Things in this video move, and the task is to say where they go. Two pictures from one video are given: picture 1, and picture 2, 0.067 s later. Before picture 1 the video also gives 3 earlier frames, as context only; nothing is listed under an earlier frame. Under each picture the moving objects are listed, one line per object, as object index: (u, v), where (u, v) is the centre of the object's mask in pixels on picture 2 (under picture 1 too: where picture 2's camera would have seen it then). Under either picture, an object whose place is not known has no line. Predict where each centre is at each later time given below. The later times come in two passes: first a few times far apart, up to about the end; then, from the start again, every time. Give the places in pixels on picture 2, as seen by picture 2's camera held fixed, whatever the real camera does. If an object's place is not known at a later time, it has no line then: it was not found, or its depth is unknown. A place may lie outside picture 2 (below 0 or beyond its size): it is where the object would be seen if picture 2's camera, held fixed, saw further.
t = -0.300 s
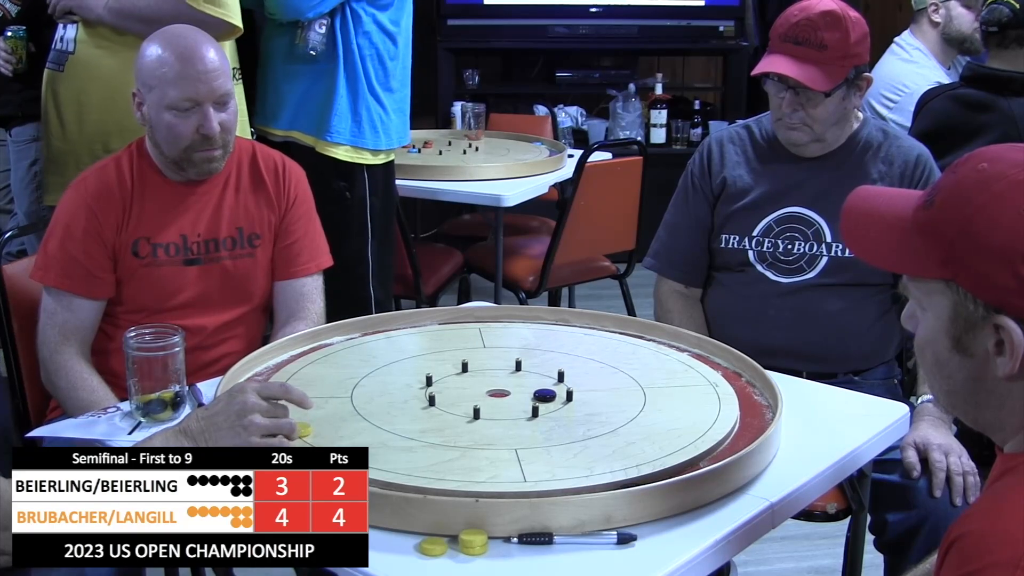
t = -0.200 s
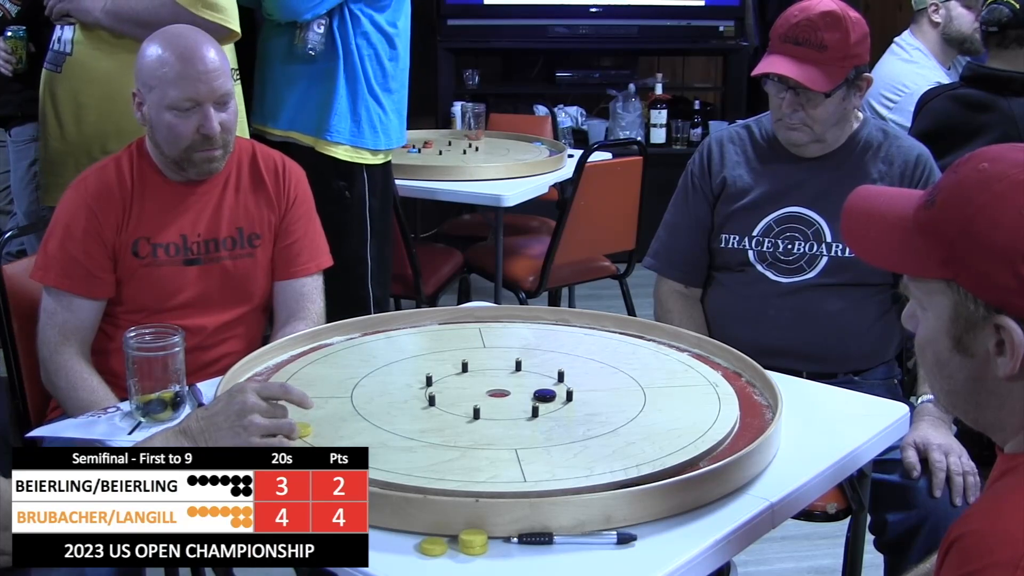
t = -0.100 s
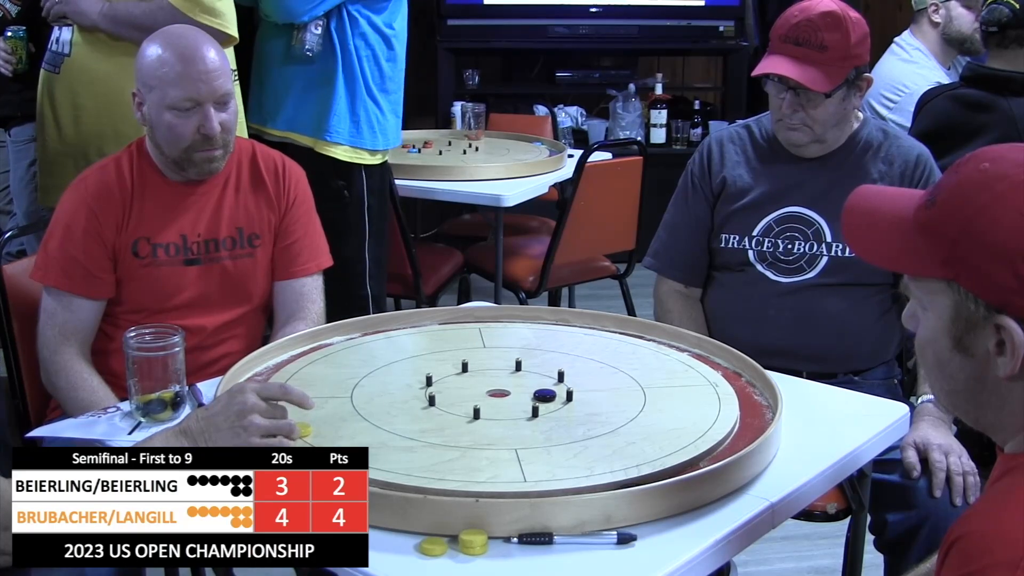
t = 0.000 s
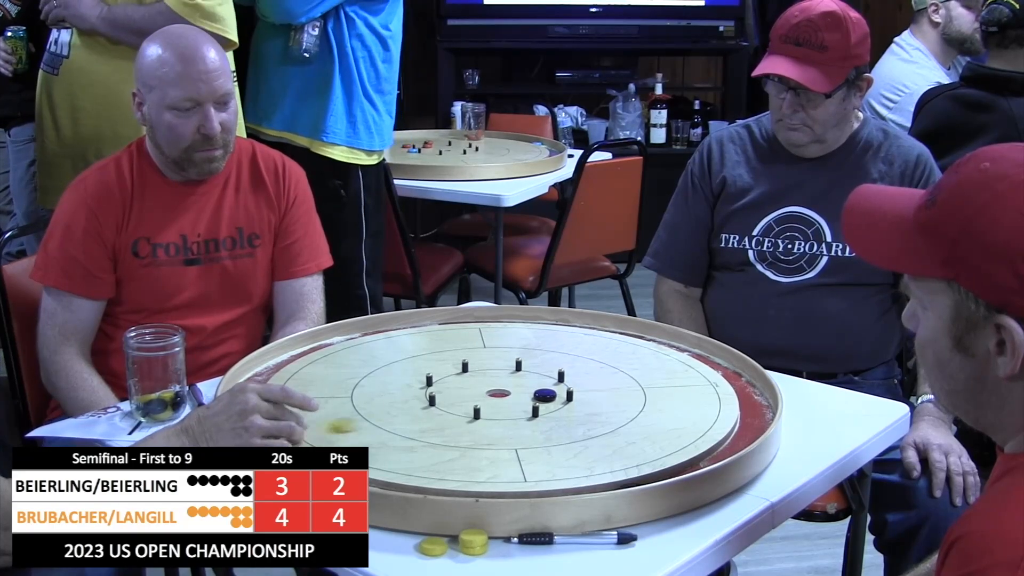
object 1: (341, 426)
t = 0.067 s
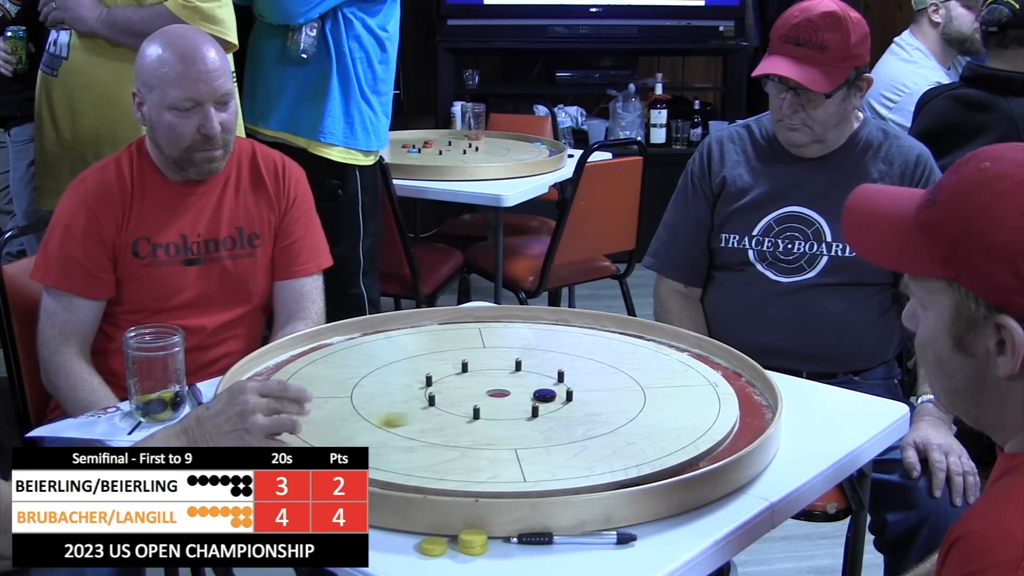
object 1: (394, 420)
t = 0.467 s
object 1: (517, 390)
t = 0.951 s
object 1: (523, 392)
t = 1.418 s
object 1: (523, 392)
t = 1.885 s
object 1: (523, 392)
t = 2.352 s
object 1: (523, 392)
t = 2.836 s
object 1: (523, 392)
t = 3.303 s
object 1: (523, 392)
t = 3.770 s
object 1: (523, 392)
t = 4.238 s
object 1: (523, 392)
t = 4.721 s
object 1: (523, 392)
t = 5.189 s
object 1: (523, 392)
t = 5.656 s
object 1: (523, 392)
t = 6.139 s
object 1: (523, 392)
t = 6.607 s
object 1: (523, 392)
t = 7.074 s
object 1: (523, 392)
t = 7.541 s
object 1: (523, 392)
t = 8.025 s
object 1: (523, 392)
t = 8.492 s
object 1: (523, 392)
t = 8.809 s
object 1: (523, 392)
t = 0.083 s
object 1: (410, 418)
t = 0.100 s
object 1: (418, 417)
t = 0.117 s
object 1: (432, 416)
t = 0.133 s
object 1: (441, 415)
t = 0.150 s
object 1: (457, 413)
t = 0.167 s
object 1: (462, 412)
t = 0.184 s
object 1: (466, 409)
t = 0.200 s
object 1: (472, 406)
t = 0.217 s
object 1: (478, 402)
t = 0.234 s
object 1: (480, 401)
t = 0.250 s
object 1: (483, 399)
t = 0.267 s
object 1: (486, 397)
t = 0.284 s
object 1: (489, 394)
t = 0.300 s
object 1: (492, 392)
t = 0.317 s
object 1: (497, 391)
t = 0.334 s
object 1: (500, 388)
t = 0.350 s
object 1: (504, 387)
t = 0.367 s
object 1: (506, 387)
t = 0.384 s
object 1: (509, 387)
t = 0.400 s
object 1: (511, 388)
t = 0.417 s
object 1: (512, 389)
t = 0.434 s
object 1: (515, 389)
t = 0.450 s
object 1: (516, 389)
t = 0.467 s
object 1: (517, 390)
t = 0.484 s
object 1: (519, 391)
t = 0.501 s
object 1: (520, 391)
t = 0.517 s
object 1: (521, 392)
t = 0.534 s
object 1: (522, 392)
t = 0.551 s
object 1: (523, 392)
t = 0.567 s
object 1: (523, 392)
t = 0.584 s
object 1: (523, 392)
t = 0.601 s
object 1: (523, 392)
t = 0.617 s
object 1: (523, 392)
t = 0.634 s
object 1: (523, 392)
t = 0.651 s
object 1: (523, 392)
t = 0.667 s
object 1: (523, 392)
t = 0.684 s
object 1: (523, 392)
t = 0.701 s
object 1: (523, 392)
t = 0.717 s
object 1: (523, 392)
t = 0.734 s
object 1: (523, 392)
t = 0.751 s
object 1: (523, 392)
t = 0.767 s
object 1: (523, 392)
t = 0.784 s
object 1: (523, 392)
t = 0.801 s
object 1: (523, 392)
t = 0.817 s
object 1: (523, 392)
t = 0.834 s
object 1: (523, 392)
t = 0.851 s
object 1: (523, 392)
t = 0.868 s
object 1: (523, 392)
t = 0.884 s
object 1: (523, 392)
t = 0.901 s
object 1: (523, 392)
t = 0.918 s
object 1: (523, 392)
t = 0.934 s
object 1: (523, 392)
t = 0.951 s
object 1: (523, 392)
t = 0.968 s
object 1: (523, 392)
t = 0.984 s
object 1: (523, 392)
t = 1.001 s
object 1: (523, 392)
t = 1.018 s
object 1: (523, 392)
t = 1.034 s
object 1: (523, 392)
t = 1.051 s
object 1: (523, 392)
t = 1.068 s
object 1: (523, 392)
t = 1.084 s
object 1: (523, 392)
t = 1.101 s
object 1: (523, 392)
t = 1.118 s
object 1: (523, 392)
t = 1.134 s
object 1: (523, 392)
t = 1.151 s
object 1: (523, 392)
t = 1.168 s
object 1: (523, 392)
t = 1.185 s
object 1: (523, 392)
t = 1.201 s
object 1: (523, 392)
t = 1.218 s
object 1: (523, 392)
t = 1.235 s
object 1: (523, 392)
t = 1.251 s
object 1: (523, 392)
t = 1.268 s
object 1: (523, 392)
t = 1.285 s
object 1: (523, 392)
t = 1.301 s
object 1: (523, 392)
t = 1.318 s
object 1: (523, 392)
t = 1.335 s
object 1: (523, 392)
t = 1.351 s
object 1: (523, 392)
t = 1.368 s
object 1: (523, 392)
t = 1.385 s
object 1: (523, 392)
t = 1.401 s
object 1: (523, 392)
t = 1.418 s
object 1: (523, 392)
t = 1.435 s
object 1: (523, 392)
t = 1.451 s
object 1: (523, 392)
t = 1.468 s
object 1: (523, 392)
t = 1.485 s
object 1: (523, 392)
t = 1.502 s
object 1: (523, 392)
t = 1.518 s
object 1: (523, 392)
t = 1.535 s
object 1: (523, 392)
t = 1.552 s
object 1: (523, 392)
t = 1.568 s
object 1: (523, 392)
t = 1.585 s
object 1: (523, 392)
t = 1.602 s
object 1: (523, 392)
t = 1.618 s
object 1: (523, 392)
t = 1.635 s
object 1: (523, 392)
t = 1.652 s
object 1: (523, 392)
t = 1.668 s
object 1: (523, 392)
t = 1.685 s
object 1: (523, 392)
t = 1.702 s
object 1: (523, 392)
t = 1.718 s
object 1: (523, 392)
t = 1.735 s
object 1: (523, 392)
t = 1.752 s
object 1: (523, 392)
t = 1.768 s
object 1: (523, 392)
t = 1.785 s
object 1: (523, 392)
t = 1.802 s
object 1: (523, 392)
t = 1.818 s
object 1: (523, 392)
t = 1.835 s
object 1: (523, 392)
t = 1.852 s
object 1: (523, 392)
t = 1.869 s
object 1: (523, 392)
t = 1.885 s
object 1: (523, 392)
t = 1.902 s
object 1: (523, 392)
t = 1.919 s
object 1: (523, 392)
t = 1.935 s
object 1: (523, 392)
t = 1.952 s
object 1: (523, 392)
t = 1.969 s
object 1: (523, 392)
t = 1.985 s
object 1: (523, 392)
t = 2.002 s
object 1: (523, 392)
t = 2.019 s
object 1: (523, 392)
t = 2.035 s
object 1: (523, 392)
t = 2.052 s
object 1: (523, 392)
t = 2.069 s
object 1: (523, 392)
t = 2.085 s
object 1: (523, 392)
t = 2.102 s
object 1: (523, 392)
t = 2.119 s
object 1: (523, 392)
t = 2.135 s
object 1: (523, 392)
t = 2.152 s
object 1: (523, 392)
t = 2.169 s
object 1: (523, 392)
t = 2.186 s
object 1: (523, 392)
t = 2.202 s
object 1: (523, 392)
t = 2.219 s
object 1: (523, 392)
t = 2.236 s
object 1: (523, 392)
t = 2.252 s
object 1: (523, 392)
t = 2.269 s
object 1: (523, 392)
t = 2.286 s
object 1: (523, 392)
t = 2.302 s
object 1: (523, 392)
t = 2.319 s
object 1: (523, 392)
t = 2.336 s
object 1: (523, 392)
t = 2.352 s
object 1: (523, 392)
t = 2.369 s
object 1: (523, 392)
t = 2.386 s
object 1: (523, 392)
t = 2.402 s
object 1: (523, 392)
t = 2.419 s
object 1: (523, 392)
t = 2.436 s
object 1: (523, 392)
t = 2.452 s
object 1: (523, 392)
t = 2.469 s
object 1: (523, 392)
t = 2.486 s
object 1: (523, 392)
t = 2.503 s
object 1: (523, 392)
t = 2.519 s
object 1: (523, 392)
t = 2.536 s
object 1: (523, 392)
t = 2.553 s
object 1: (523, 392)
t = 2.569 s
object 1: (523, 392)
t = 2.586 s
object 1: (523, 392)
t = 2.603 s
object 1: (523, 392)
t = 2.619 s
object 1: (523, 392)
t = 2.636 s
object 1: (523, 392)
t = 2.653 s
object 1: (523, 392)
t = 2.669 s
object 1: (523, 392)
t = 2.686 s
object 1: (523, 392)
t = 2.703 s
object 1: (523, 392)
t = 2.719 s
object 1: (523, 392)
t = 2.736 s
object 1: (523, 392)
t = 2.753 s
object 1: (523, 392)
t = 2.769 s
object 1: (523, 392)
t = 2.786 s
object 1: (523, 392)
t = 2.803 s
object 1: (523, 392)
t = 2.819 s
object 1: (523, 392)
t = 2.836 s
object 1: (523, 392)
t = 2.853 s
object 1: (523, 392)
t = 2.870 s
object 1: (523, 392)
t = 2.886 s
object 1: (523, 392)
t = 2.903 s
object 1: (523, 392)
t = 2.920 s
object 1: (523, 392)
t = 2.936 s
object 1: (523, 392)
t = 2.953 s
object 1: (523, 392)
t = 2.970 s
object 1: (523, 392)
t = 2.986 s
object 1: (523, 392)
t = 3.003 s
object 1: (523, 392)
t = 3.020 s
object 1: (523, 392)
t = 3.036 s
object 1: (523, 392)
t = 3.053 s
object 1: (523, 392)
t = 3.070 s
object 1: (523, 392)
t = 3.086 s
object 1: (523, 392)
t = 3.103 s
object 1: (523, 392)
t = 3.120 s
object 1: (523, 392)
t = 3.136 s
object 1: (523, 392)
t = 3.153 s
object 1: (523, 392)
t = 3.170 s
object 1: (523, 392)
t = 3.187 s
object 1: (523, 392)
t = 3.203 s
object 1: (523, 392)
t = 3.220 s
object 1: (523, 392)
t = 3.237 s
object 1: (523, 392)
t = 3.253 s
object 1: (523, 392)
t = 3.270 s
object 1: (523, 392)
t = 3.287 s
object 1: (523, 392)
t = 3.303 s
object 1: (523, 392)
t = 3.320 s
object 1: (523, 392)
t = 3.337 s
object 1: (523, 392)
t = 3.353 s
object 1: (523, 392)
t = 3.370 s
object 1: (523, 392)
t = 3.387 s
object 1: (523, 392)
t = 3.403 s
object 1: (523, 392)
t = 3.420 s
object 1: (523, 392)
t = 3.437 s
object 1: (523, 392)
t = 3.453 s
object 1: (523, 392)
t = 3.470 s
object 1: (523, 392)
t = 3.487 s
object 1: (523, 392)
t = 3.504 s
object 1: (523, 392)
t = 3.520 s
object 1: (523, 392)
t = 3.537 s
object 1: (523, 392)
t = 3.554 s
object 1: (523, 392)
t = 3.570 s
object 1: (523, 392)
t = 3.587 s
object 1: (523, 392)
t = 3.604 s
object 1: (523, 392)
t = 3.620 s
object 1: (523, 392)
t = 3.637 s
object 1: (523, 392)
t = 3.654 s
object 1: (523, 392)
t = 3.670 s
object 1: (523, 392)
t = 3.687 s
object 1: (523, 392)
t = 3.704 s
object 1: (523, 392)
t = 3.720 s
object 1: (523, 392)
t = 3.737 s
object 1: (523, 392)
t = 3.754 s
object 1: (523, 392)
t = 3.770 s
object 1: (523, 392)
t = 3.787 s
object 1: (523, 392)
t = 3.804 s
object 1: (523, 392)
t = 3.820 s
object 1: (523, 392)
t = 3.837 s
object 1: (523, 392)
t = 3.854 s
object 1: (523, 392)
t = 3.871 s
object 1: (523, 392)
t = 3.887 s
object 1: (523, 392)
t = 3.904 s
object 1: (523, 392)
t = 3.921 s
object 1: (523, 392)
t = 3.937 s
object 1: (523, 392)
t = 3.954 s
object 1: (523, 392)
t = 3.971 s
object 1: (523, 392)
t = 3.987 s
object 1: (523, 392)
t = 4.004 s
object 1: (523, 392)
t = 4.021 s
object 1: (523, 392)
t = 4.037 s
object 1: (523, 392)
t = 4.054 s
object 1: (523, 392)
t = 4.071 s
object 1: (523, 392)
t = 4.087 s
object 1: (523, 392)
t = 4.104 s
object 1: (523, 392)
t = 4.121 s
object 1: (523, 392)
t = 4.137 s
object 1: (523, 392)
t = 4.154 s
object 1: (523, 392)
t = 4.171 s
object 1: (523, 392)
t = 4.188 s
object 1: (523, 392)
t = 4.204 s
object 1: (523, 392)
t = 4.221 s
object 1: (523, 392)
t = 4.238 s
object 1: (523, 392)
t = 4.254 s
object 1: (523, 392)
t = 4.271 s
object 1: (523, 392)
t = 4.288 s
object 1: (523, 392)
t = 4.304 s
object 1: (523, 392)
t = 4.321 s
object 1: (523, 392)
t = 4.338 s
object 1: (523, 392)
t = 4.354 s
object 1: (523, 392)
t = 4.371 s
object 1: (523, 392)
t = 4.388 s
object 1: (523, 392)
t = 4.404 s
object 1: (523, 392)
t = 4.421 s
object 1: (523, 392)
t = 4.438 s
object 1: (523, 392)
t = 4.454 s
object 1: (523, 392)
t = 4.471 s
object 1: (523, 392)
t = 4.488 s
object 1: (523, 392)
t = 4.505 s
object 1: (523, 392)
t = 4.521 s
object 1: (523, 392)
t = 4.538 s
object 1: (523, 392)
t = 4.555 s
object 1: (523, 392)
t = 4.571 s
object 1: (523, 392)
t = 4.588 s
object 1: (523, 392)
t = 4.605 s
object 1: (523, 392)
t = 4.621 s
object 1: (523, 392)
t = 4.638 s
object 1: (523, 392)
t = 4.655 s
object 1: (523, 392)
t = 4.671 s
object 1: (523, 392)
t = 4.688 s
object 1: (523, 392)
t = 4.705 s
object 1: (523, 392)
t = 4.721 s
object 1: (523, 392)
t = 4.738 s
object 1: (523, 392)
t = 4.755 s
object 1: (523, 392)
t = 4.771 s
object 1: (523, 392)
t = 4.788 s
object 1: (523, 392)
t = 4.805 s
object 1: (523, 392)
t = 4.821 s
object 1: (523, 392)
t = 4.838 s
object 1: (523, 392)
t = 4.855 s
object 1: (523, 392)
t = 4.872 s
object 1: (523, 392)
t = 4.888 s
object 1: (523, 392)
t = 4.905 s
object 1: (523, 392)
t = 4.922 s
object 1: (523, 392)
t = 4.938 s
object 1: (523, 392)
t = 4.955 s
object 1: (523, 392)
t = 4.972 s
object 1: (523, 392)
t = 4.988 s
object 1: (523, 392)
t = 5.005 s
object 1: (523, 392)
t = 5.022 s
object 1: (523, 392)
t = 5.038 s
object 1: (523, 392)
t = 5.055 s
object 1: (523, 392)
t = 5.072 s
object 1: (523, 392)
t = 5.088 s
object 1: (523, 392)
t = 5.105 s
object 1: (523, 392)
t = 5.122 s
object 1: (523, 392)
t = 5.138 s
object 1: (523, 392)
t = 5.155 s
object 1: (523, 392)
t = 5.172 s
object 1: (523, 392)
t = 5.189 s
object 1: (523, 392)
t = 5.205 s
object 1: (523, 392)
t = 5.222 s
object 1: (523, 392)
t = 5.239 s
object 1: (523, 392)
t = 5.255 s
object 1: (523, 392)
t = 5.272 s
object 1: (523, 392)
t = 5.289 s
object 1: (523, 392)
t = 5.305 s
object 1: (523, 392)
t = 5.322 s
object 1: (523, 392)
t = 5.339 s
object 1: (523, 392)
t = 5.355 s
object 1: (523, 392)
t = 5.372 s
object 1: (523, 392)
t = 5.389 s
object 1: (523, 392)
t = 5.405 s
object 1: (523, 392)
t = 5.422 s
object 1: (523, 392)
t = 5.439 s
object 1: (523, 392)
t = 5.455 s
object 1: (523, 392)
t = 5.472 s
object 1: (523, 392)
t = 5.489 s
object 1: (523, 392)
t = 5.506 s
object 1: (523, 392)
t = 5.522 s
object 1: (523, 392)
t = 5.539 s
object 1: (523, 392)
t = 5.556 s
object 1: (523, 392)
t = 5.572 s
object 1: (523, 392)
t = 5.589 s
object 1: (523, 392)
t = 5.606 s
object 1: (523, 392)
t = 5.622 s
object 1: (523, 392)
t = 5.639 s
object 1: (523, 392)
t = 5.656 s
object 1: (523, 392)
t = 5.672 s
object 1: (523, 392)
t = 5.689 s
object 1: (523, 392)
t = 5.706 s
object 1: (523, 392)
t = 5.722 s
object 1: (523, 392)
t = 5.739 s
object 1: (523, 392)
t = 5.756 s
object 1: (523, 392)
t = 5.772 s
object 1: (523, 392)
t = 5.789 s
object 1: (523, 392)
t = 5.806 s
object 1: (523, 392)
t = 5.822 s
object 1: (523, 392)
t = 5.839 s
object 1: (523, 392)
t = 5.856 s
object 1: (523, 392)
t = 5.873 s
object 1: (523, 392)
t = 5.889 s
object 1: (523, 392)
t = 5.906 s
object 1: (523, 392)
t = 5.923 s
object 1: (523, 392)
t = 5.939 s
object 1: (523, 392)
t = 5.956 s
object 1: (523, 392)
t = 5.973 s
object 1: (523, 392)
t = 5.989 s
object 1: (523, 392)
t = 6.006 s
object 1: (523, 392)
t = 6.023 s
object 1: (523, 392)
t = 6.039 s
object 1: (523, 392)
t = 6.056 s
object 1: (523, 392)
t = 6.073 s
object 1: (523, 392)
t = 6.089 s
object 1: (523, 392)
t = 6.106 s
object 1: (523, 392)
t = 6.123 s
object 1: (523, 392)
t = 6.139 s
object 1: (523, 392)
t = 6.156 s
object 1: (523, 392)
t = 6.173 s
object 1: (523, 392)
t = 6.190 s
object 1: (523, 392)
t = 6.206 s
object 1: (523, 392)
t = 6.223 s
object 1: (523, 392)
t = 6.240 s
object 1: (523, 392)
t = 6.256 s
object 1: (523, 392)
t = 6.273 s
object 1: (523, 392)
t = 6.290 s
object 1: (523, 392)
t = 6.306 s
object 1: (523, 392)
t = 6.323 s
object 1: (523, 392)
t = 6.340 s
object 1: (523, 392)
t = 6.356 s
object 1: (523, 392)
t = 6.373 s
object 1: (523, 392)
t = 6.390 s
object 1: (523, 392)
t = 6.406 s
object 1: (523, 392)
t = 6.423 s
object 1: (523, 392)
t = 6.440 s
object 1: (523, 392)
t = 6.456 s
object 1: (523, 392)
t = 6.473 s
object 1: (523, 392)
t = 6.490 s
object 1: (523, 392)
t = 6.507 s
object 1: (523, 392)
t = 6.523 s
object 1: (523, 392)
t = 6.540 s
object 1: (523, 392)
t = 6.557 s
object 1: (523, 392)
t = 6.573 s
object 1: (523, 392)
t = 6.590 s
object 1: (523, 392)
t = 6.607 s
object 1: (523, 392)
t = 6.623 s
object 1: (523, 392)
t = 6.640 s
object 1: (523, 392)
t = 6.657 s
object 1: (523, 392)
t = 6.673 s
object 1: (523, 392)
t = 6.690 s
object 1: (523, 392)
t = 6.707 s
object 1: (523, 392)
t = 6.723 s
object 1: (523, 392)
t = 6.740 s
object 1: (523, 392)
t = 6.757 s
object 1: (523, 392)
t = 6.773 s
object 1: (523, 392)
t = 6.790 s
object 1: (523, 392)
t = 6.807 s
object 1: (523, 392)
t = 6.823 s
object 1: (523, 392)
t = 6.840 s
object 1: (523, 392)
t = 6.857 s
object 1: (523, 392)
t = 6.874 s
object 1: (523, 392)
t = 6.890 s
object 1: (523, 392)
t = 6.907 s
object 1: (523, 392)
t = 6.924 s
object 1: (523, 392)
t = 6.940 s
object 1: (523, 392)
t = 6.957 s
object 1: (523, 392)
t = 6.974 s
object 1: (523, 392)
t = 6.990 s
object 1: (523, 392)
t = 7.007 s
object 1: (523, 392)
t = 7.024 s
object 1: (523, 392)
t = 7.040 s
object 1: (523, 392)
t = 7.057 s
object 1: (523, 392)
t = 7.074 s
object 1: (523, 392)
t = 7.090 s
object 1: (523, 392)
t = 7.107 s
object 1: (523, 392)
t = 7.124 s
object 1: (523, 392)
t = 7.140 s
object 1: (523, 392)
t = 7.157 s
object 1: (523, 392)
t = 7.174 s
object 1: (523, 392)
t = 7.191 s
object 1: (523, 392)
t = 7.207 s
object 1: (523, 392)
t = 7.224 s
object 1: (523, 392)
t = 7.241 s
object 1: (523, 392)
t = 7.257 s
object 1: (523, 392)
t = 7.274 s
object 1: (523, 392)
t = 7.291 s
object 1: (523, 392)
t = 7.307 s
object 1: (523, 392)
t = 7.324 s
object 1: (523, 392)
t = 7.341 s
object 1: (523, 392)
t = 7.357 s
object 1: (523, 392)
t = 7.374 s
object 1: (523, 392)
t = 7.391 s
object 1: (523, 392)
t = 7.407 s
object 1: (523, 392)
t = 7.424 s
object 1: (523, 392)
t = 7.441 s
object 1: (523, 392)
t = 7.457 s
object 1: (523, 392)
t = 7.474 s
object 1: (523, 392)
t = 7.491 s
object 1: (523, 392)
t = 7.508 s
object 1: (523, 392)
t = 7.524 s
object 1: (523, 392)
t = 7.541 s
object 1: (523, 392)
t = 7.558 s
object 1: (523, 392)
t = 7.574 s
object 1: (523, 392)
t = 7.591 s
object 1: (523, 392)
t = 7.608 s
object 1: (523, 392)
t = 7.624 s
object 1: (523, 392)
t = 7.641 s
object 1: (523, 392)
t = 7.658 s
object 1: (523, 392)
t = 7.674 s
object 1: (523, 392)
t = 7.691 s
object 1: (523, 392)
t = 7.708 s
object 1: (523, 392)
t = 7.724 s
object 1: (523, 392)
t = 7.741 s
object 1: (523, 392)
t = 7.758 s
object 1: (523, 392)
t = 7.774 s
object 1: (523, 392)
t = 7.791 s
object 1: (523, 392)
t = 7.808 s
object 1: (523, 392)
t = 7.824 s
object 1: (523, 392)
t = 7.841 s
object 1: (523, 392)
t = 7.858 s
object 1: (523, 392)
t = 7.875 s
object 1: (523, 392)
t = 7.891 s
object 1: (523, 392)
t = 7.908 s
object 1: (523, 392)
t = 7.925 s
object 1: (523, 392)
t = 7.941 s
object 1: (523, 392)
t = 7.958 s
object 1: (523, 392)
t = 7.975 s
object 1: (523, 392)
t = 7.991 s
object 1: (523, 392)
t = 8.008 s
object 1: (523, 392)
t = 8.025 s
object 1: (523, 392)
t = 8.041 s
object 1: (523, 392)
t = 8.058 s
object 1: (523, 392)
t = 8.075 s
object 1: (523, 392)
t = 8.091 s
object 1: (523, 392)
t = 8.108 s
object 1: (523, 392)
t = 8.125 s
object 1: (523, 392)
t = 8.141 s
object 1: (523, 392)
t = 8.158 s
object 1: (523, 392)
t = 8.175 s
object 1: (523, 392)
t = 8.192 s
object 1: (523, 392)
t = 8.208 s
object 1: (523, 392)
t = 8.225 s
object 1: (523, 392)
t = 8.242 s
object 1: (523, 392)
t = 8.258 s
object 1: (523, 392)
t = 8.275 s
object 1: (523, 392)
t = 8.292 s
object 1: (523, 392)
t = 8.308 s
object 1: (523, 392)
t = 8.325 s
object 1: (523, 392)
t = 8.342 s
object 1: (523, 392)
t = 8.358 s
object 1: (523, 392)
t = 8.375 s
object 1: (523, 392)
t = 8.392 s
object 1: (523, 392)
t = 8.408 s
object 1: (523, 392)
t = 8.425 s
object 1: (523, 392)
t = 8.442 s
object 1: (523, 392)
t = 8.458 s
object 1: (523, 392)
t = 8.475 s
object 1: (523, 392)
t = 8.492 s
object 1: (523, 392)
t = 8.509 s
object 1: (523, 392)
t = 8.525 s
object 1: (523, 392)
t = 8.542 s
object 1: (523, 392)
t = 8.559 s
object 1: (523, 392)
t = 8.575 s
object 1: (523, 392)
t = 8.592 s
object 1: (523, 392)
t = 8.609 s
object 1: (523, 392)
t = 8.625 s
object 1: (523, 392)
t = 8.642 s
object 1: (523, 392)
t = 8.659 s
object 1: (523, 392)
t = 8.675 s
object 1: (523, 392)
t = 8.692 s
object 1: (523, 392)
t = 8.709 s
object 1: (523, 392)
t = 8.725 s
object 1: (523, 392)
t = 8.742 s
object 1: (523, 392)
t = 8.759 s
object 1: (523, 392)
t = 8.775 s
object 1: (523, 392)
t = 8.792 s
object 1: (523, 392)
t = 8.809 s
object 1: (523, 392)
